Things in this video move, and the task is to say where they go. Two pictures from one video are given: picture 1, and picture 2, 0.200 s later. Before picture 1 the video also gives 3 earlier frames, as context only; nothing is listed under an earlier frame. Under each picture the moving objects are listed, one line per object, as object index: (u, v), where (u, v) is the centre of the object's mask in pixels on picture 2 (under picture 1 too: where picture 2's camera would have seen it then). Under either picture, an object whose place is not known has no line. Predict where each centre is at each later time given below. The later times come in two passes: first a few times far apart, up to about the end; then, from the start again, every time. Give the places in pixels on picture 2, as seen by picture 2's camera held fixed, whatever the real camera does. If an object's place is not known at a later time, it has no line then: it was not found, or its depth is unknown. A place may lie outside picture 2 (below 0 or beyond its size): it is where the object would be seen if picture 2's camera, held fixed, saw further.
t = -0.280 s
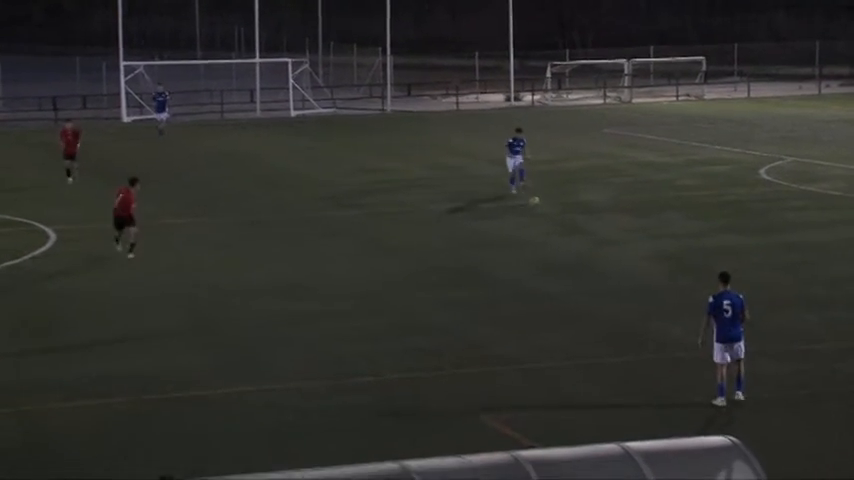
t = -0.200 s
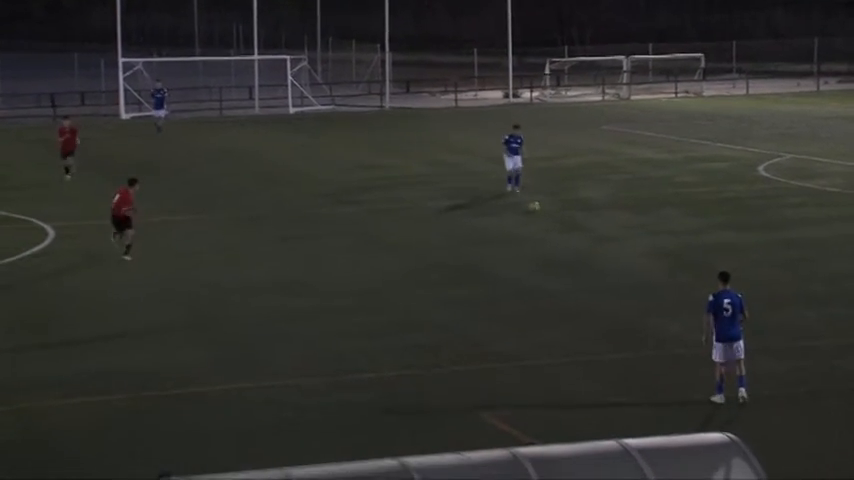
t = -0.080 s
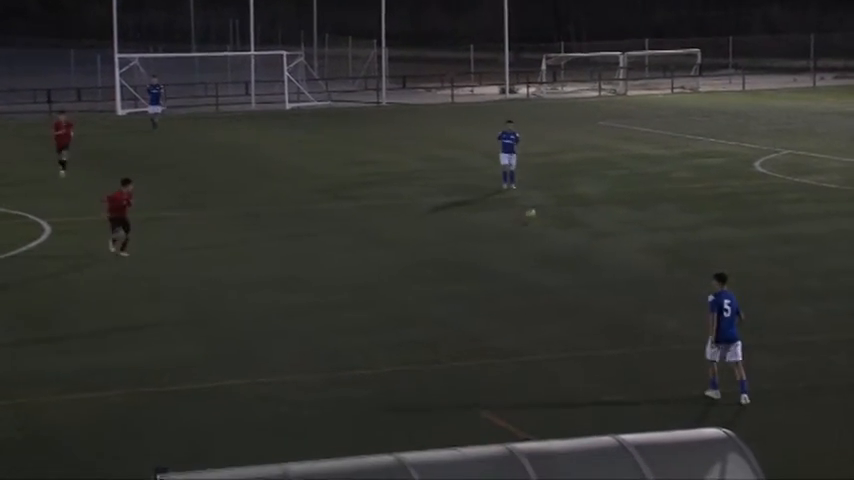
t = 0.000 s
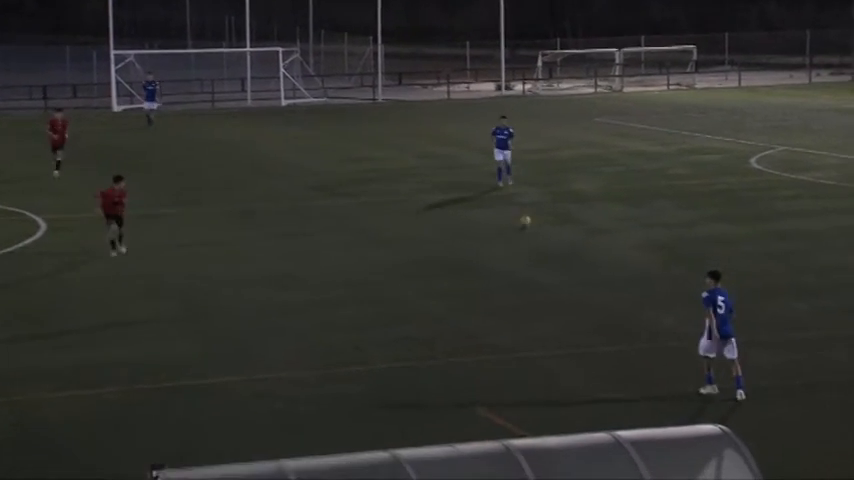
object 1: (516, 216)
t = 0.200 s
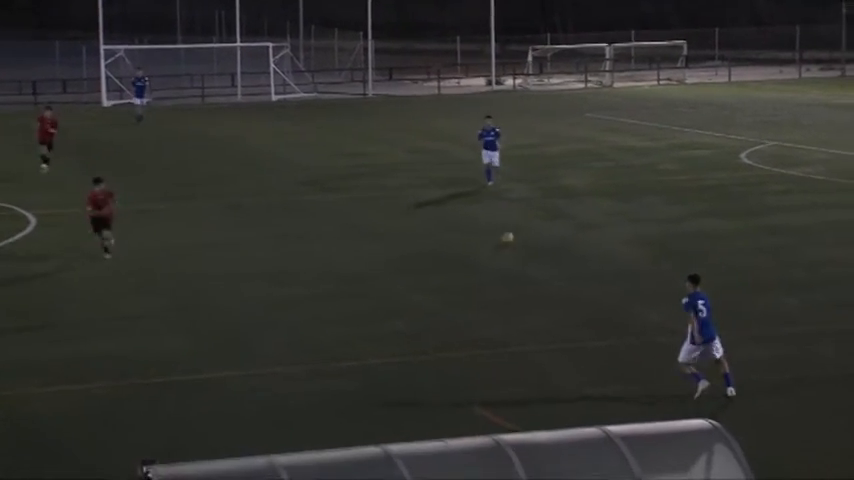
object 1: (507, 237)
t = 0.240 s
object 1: (504, 241)
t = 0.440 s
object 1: (492, 262)
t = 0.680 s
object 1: (474, 289)
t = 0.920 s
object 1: (454, 308)
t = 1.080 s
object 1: (439, 330)
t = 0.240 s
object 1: (504, 241)
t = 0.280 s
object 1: (503, 243)
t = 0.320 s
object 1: (500, 246)
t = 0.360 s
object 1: (498, 250)
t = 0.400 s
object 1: (495, 256)
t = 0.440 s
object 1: (492, 262)
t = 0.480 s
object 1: (490, 268)
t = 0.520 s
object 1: (487, 270)
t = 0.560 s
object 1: (484, 273)
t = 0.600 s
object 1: (481, 278)
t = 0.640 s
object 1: (477, 283)
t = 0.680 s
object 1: (474, 289)
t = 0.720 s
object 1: (471, 291)
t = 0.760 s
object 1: (468, 294)
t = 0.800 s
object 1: (464, 298)
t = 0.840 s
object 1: (461, 304)
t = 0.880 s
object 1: (458, 306)
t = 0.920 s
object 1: (454, 308)
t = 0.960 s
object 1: (451, 312)
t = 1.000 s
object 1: (447, 316)
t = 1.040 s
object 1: (443, 322)
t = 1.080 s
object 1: (439, 330)
